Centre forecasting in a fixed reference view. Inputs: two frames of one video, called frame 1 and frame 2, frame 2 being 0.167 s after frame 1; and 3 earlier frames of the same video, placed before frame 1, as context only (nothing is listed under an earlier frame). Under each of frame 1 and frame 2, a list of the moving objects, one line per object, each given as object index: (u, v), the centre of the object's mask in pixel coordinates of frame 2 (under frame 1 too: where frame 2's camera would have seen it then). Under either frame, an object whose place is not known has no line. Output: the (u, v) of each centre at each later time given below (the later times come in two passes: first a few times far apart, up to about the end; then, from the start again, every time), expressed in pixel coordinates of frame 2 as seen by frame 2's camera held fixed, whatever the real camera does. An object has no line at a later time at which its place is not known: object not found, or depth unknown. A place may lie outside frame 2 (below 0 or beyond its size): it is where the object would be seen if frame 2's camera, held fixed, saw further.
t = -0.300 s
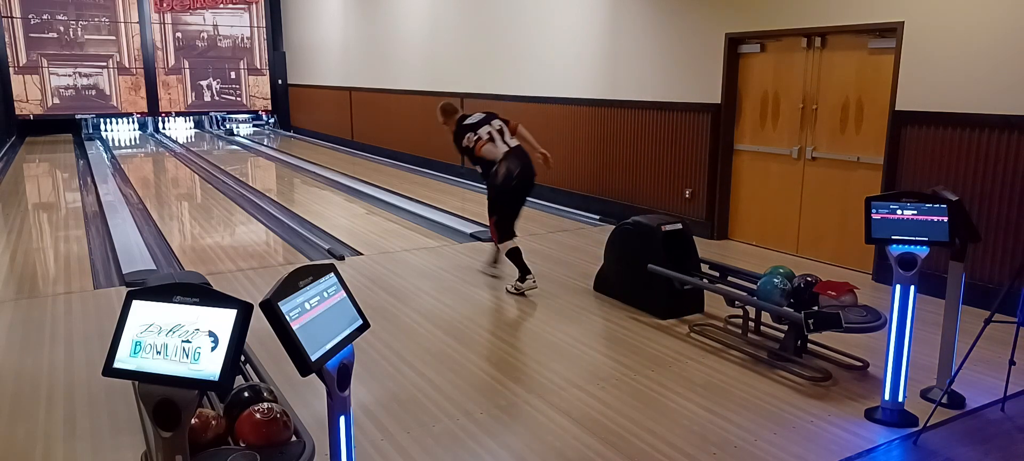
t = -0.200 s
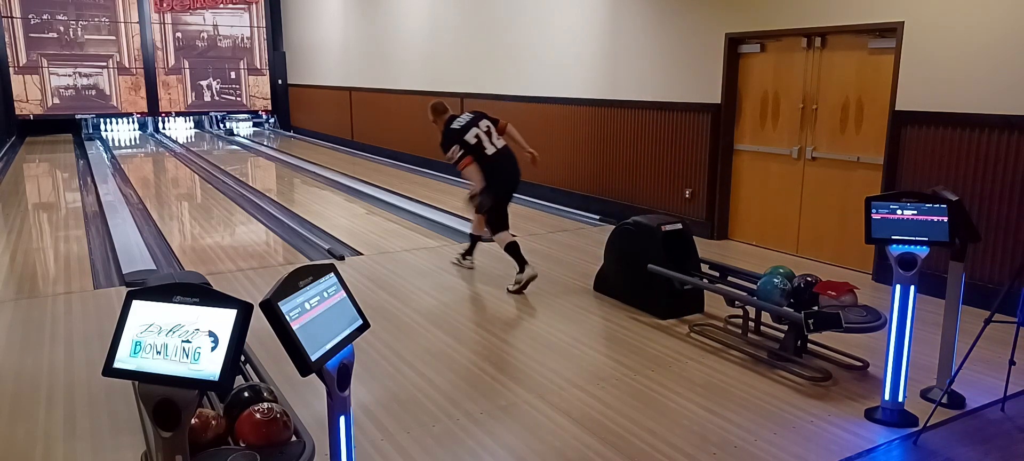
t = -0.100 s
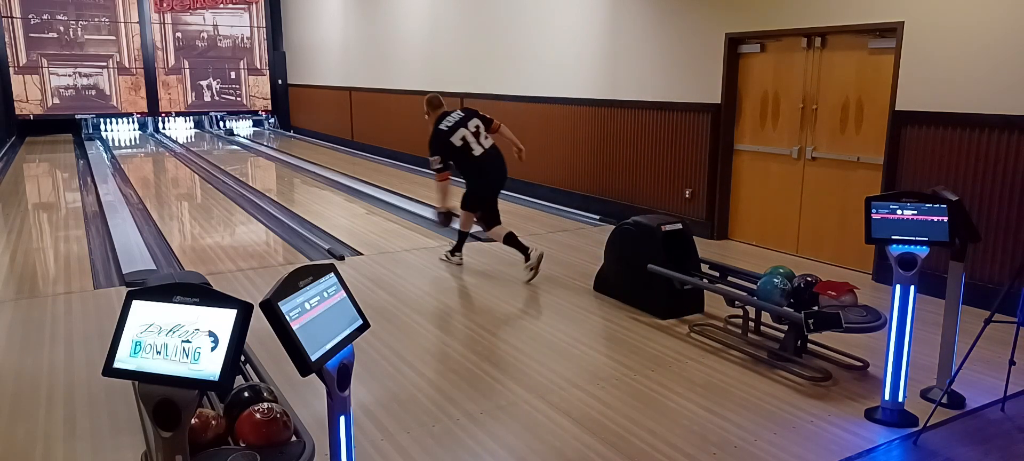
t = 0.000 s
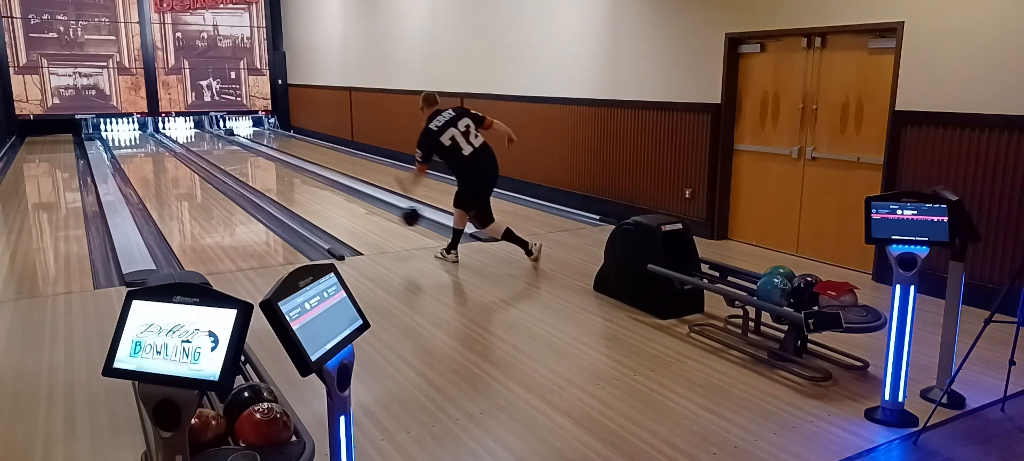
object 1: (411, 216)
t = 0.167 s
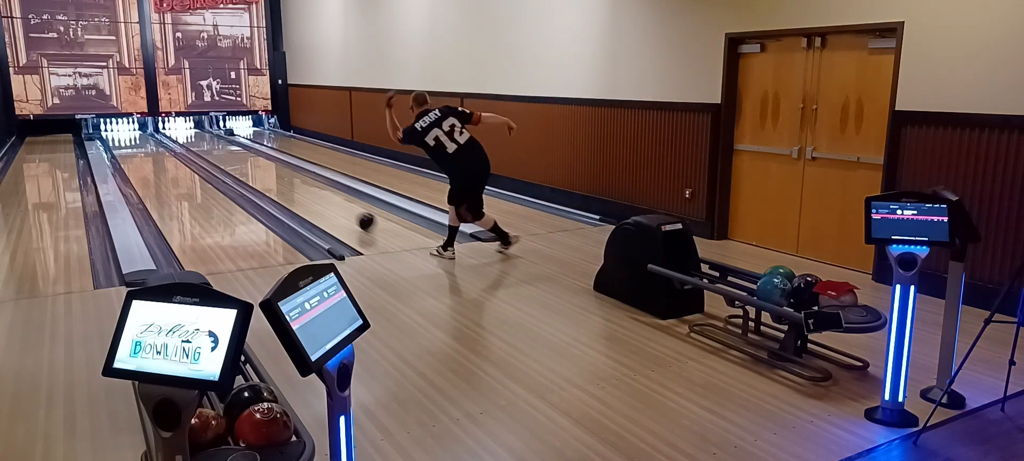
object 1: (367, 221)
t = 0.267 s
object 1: (344, 211)
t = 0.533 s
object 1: (298, 190)
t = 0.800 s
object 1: (265, 174)
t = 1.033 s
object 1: (243, 164)
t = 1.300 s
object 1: (224, 154)
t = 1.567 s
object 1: (210, 146)
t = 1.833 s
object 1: (199, 140)
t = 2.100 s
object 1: (193, 135)
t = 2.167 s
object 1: (193, 134)
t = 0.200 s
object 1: (358, 217)
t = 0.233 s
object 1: (351, 214)
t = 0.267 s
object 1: (344, 211)
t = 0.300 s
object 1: (338, 209)
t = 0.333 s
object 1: (331, 206)
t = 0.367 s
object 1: (325, 203)
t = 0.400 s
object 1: (319, 200)
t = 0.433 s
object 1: (313, 197)
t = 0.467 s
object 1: (308, 195)
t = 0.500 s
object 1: (303, 192)
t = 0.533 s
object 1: (298, 190)
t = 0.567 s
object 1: (293, 187)
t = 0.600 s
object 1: (289, 186)
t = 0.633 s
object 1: (285, 184)
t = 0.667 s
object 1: (280, 181)
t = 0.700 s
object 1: (276, 180)
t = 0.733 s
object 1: (273, 178)
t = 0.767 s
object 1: (269, 176)
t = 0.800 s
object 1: (265, 174)
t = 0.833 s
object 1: (262, 173)
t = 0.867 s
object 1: (258, 171)
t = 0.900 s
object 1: (255, 169)
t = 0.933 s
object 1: (252, 168)
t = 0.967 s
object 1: (249, 167)
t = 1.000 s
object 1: (246, 165)
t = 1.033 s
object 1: (243, 164)
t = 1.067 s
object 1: (241, 162)
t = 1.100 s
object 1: (238, 161)
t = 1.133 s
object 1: (236, 160)
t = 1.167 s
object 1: (233, 159)
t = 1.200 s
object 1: (231, 157)
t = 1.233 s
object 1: (229, 156)
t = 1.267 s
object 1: (226, 155)
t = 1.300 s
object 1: (224, 154)
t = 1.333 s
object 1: (222, 153)
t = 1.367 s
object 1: (220, 152)
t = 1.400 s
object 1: (218, 151)
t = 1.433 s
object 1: (216, 150)
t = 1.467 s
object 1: (215, 149)
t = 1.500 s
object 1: (213, 148)
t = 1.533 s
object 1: (211, 147)
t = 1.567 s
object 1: (210, 146)
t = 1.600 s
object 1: (208, 145)
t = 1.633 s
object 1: (206, 144)
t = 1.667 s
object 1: (205, 143)
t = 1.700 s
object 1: (204, 143)
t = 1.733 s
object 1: (202, 142)
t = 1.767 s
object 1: (201, 141)
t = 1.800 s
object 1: (200, 140)
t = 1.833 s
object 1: (199, 140)
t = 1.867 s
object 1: (198, 139)
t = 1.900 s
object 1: (197, 138)
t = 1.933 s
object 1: (196, 138)
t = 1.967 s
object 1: (195, 137)
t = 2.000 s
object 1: (195, 137)
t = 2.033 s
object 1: (194, 136)
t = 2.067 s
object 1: (194, 135)
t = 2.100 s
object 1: (193, 135)
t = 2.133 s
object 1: (193, 134)
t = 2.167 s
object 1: (193, 134)
